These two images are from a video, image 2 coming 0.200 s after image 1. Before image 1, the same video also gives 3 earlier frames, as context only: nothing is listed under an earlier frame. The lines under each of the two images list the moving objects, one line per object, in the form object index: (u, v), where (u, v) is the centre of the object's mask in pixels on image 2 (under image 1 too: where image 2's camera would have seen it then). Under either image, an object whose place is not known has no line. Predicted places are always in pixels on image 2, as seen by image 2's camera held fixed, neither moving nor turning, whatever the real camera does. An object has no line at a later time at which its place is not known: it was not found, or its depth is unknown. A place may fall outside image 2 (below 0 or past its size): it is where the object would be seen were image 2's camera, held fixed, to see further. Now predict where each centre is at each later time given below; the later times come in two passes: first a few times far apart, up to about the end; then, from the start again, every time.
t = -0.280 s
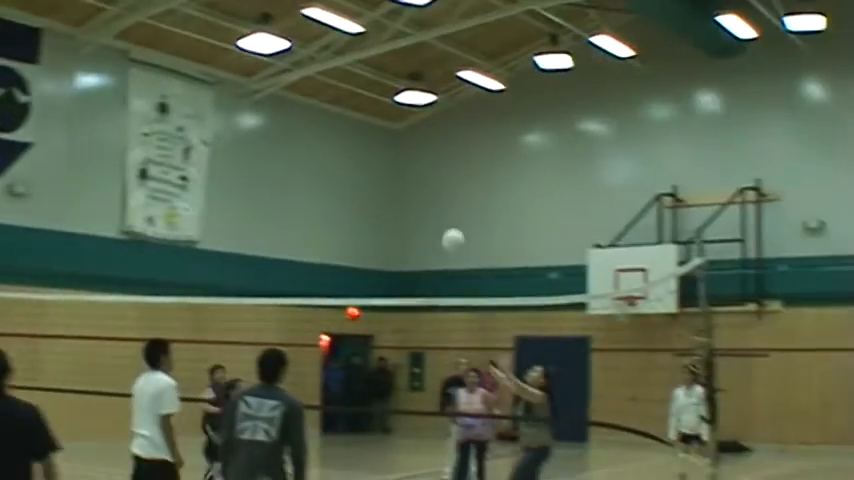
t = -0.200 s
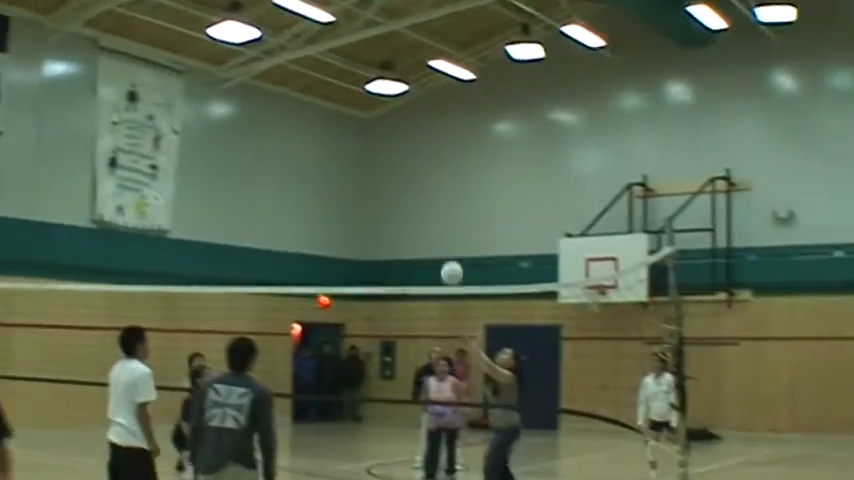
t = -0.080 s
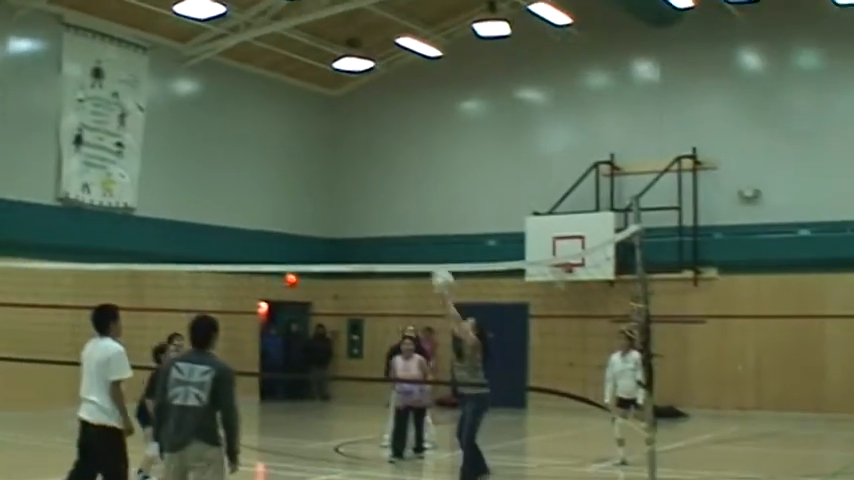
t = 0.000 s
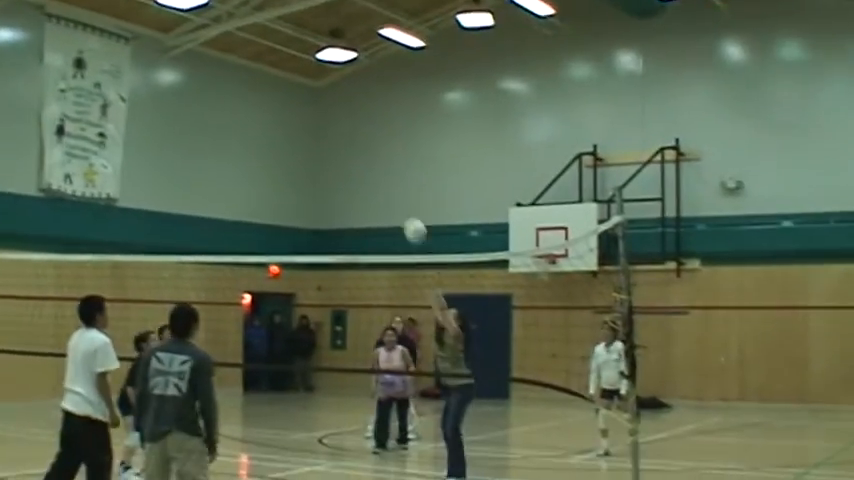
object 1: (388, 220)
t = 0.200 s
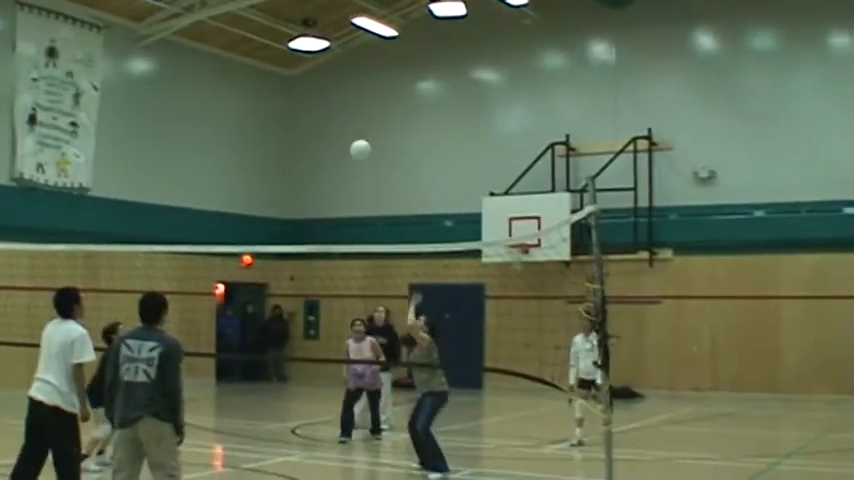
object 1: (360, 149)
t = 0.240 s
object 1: (354, 141)
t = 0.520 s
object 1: (317, 121)
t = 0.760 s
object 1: (288, 162)
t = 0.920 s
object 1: (268, 217)
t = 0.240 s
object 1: (354, 141)
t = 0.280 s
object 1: (348, 133)
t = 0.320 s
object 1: (343, 128)
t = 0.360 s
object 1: (338, 123)
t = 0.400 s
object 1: (333, 120)
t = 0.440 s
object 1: (327, 119)
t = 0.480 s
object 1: (323, 119)
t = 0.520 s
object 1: (317, 121)
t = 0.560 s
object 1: (313, 124)
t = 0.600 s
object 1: (308, 129)
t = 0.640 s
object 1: (303, 135)
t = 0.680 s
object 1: (297, 143)
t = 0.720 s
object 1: (293, 152)
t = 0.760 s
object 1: (288, 162)
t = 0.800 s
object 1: (283, 174)
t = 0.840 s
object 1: (278, 186)
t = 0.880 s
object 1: (273, 200)
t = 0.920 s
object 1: (268, 217)
